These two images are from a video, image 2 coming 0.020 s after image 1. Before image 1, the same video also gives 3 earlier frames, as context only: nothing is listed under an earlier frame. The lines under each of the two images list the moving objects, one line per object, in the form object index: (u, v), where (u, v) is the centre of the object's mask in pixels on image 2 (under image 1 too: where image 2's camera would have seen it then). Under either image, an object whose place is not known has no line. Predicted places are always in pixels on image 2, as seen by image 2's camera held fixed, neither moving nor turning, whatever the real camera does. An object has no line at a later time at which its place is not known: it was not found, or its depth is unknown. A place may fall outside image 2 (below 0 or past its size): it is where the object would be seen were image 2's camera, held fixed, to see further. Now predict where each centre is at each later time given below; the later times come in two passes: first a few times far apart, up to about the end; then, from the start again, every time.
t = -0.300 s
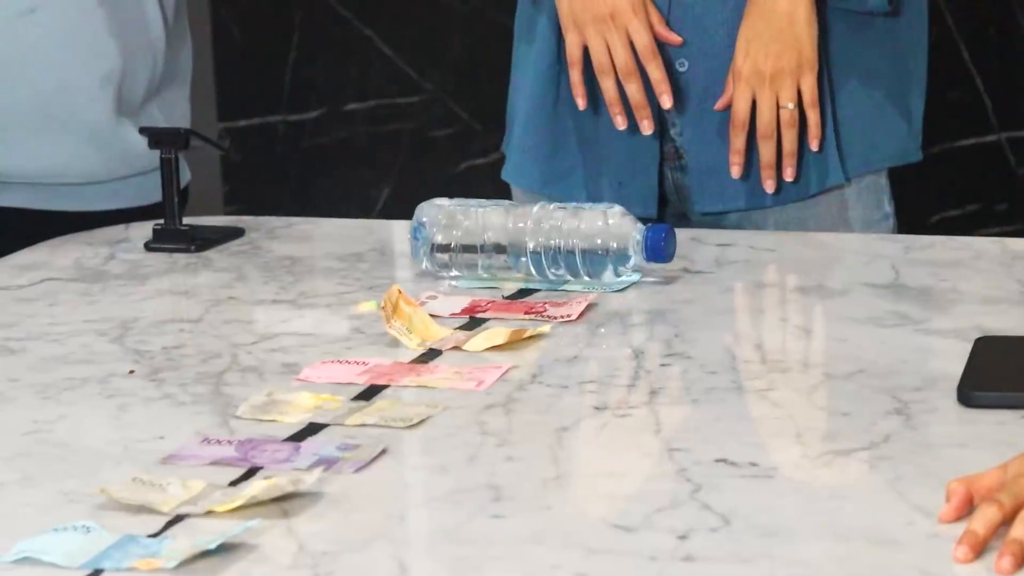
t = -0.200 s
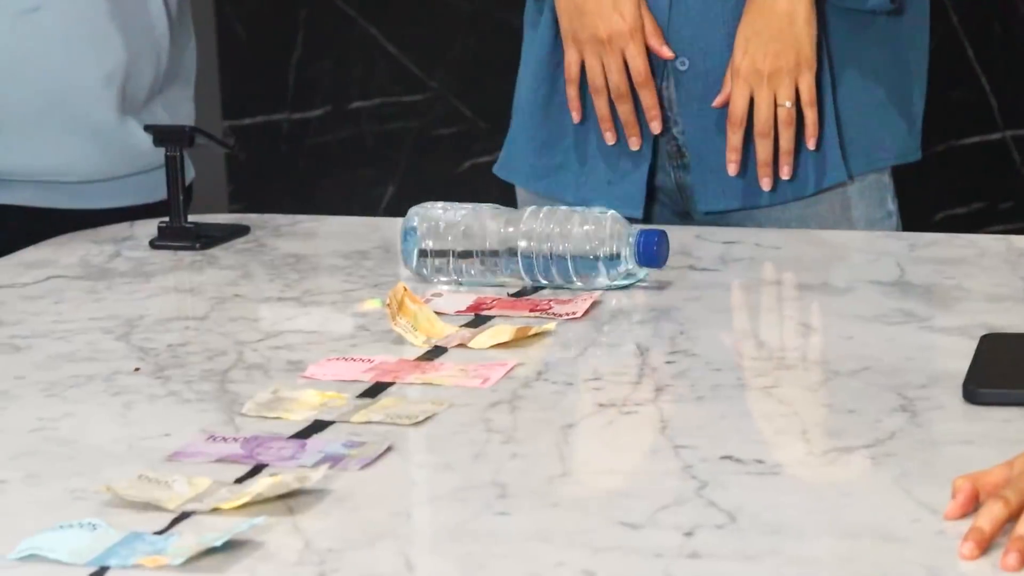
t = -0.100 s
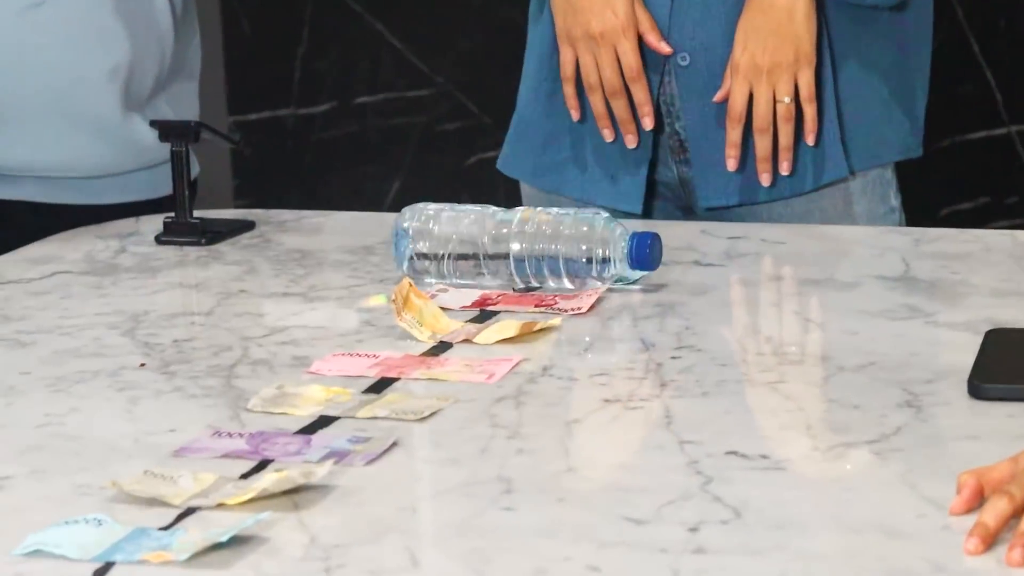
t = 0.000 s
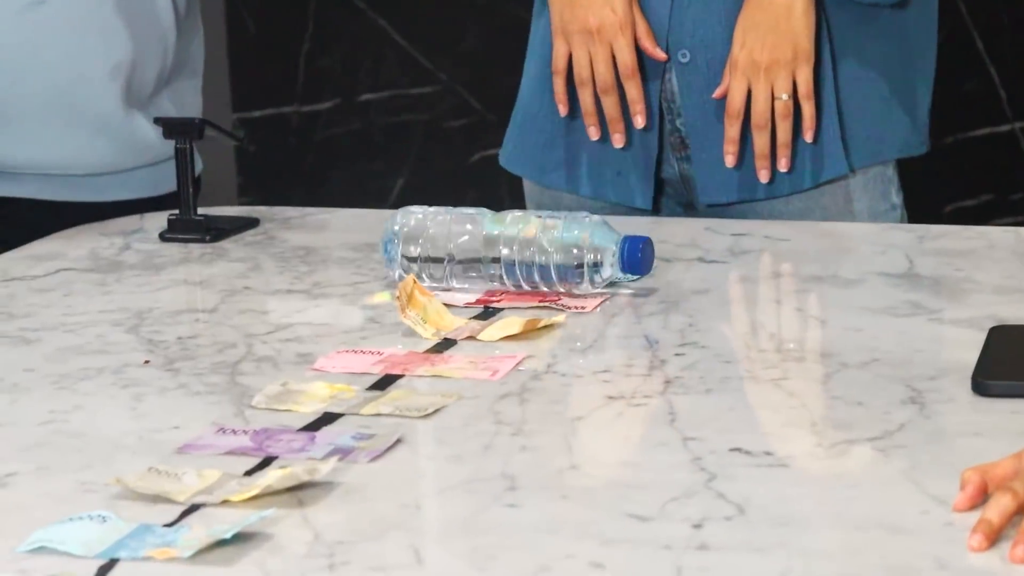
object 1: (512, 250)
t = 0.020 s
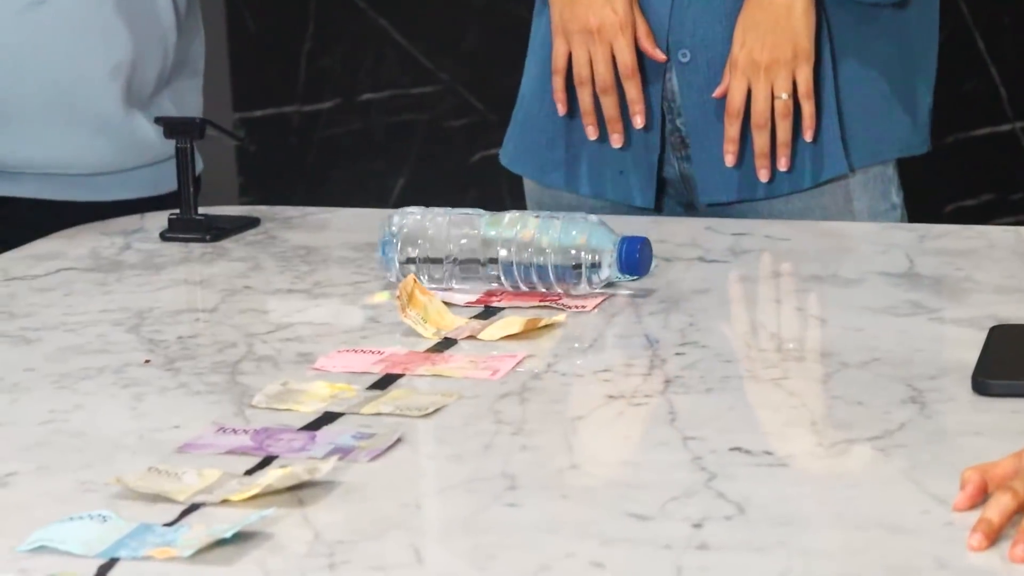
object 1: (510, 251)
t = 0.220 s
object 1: (485, 264)
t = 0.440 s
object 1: (449, 279)
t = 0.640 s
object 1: (424, 294)
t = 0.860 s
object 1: (396, 307)
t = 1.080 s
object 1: (369, 320)
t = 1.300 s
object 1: (341, 334)
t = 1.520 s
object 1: (313, 348)
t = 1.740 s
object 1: (288, 361)
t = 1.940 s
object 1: (263, 372)
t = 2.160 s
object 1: (239, 384)
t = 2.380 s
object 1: (215, 397)
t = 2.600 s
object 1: (189, 411)
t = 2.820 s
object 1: (163, 421)
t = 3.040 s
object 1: (139, 434)
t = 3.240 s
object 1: (124, 444)
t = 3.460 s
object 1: (115, 452)
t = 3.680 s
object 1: (107, 460)
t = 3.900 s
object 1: (103, 465)
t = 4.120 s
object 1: (104, 464)
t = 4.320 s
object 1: (108, 460)
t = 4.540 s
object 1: (113, 455)
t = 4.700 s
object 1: (115, 453)
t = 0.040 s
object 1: (507, 252)
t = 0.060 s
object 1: (504, 253)
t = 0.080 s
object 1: (502, 254)
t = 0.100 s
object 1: (500, 255)
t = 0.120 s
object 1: (497, 256)
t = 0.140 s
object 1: (495, 258)
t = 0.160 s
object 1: (491, 259)
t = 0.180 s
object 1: (490, 261)
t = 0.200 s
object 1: (488, 263)
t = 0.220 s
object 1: (485, 264)
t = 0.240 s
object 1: (483, 264)
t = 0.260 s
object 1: (480, 267)
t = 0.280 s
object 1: (479, 268)
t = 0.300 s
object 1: (475, 269)
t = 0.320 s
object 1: (472, 270)
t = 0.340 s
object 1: (469, 271)
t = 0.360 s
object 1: (462, 274)
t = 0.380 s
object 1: (460, 275)
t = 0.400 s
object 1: (456, 276)
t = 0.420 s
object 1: (452, 278)
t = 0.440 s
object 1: (449, 279)
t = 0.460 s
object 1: (447, 281)
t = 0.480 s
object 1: (444, 282)
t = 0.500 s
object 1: (442, 284)
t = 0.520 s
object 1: (441, 285)
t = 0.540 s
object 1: (438, 287)
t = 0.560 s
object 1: (436, 289)
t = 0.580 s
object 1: (433, 291)
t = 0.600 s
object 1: (430, 291)
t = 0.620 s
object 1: (427, 292)
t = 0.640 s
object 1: (424, 294)
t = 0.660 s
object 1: (422, 295)
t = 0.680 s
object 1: (419, 296)
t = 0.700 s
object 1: (417, 297)
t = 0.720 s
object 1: (414, 297)
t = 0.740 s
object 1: (410, 299)
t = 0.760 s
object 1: (408, 301)
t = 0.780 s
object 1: (406, 302)
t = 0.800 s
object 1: (403, 303)
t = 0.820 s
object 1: (401, 304)
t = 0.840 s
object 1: (399, 306)
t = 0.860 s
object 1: (396, 307)
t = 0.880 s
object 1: (395, 307)
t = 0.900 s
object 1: (390, 309)
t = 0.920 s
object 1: (389, 310)
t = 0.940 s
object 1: (386, 311)
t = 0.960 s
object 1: (384, 312)
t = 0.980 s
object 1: (382, 313)
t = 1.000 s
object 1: (377, 316)
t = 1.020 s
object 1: (377, 316)
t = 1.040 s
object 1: (374, 317)
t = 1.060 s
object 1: (372, 319)
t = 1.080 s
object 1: (369, 320)
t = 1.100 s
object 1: (367, 321)
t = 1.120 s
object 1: (365, 322)
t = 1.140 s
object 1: (362, 323)
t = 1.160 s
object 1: (360, 325)
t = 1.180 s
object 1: (357, 326)
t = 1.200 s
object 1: (354, 328)
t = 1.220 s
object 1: (352, 328)
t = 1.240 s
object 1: (349, 330)
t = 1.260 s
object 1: (347, 331)
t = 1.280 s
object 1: (343, 333)
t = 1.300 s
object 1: (341, 334)
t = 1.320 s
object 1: (338, 335)
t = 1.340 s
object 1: (336, 337)
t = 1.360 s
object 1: (335, 338)
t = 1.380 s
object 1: (332, 339)
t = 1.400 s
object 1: (328, 340)
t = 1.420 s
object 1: (327, 341)
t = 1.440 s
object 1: (324, 342)
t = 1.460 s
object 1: (321, 344)
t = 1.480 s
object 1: (319, 346)
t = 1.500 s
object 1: (316, 346)
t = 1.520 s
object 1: (313, 348)
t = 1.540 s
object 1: (313, 349)
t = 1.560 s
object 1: (309, 350)
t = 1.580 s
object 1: (307, 352)
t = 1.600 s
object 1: (305, 353)
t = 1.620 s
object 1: (303, 354)
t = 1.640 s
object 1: (300, 355)
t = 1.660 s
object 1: (298, 357)
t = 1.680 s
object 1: (296, 358)
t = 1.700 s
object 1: (293, 359)
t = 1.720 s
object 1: (291, 360)
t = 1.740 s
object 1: (288, 361)
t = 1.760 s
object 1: (285, 362)
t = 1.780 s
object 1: (282, 363)
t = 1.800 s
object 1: (280, 365)
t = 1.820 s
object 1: (278, 366)
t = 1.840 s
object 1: (276, 367)
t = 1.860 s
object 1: (273, 368)
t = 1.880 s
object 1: (270, 369)
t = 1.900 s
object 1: (268, 370)
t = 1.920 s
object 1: (265, 371)
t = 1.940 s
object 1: (263, 372)
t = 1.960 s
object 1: (261, 374)
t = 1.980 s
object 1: (259, 375)
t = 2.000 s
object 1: (256, 376)
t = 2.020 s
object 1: (254, 377)
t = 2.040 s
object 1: (251, 378)
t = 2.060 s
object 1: (250, 379)
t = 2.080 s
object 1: (247, 380)
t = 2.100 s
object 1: (245, 381)
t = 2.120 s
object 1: (243, 382)
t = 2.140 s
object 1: (240, 384)
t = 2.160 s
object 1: (239, 384)
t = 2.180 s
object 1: (237, 385)
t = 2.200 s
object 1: (235, 386)
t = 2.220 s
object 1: (233, 388)
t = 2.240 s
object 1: (230, 389)
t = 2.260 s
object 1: (229, 390)
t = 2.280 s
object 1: (226, 391)
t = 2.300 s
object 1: (223, 392)
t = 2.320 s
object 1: (221, 394)
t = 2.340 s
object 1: (218, 394)
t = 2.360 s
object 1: (216, 396)
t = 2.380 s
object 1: (215, 397)
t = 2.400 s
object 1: (214, 400)
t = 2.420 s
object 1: (210, 400)
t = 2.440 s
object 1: (208, 401)
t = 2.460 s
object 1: (206, 402)
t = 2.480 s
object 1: (203, 403)
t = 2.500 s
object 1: (201, 405)
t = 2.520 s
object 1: (199, 406)
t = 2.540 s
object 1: (195, 406)
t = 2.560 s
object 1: (194, 409)
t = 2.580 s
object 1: (191, 410)
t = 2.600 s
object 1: (189, 411)
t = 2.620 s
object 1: (185, 413)
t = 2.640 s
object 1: (183, 414)
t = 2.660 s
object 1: (181, 414)
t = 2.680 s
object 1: (179, 415)
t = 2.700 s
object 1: (176, 416)
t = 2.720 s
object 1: (174, 417)
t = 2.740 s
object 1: (172, 418)
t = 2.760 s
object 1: (170, 419)
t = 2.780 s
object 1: (167, 420)
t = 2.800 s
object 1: (165, 421)
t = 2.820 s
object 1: (163, 421)
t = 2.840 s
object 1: (161, 422)
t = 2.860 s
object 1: (158, 423)
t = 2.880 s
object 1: (156, 425)
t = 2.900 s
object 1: (155, 426)
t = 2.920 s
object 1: (152, 427)
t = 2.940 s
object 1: (150, 428)
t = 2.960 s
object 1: (148, 430)
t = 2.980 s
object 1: (145, 431)
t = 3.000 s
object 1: (143, 432)
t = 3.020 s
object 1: (141, 434)
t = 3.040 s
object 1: (139, 434)
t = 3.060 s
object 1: (137, 435)
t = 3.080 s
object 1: (135, 436)
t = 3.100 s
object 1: (133, 437)
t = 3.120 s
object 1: (131, 439)
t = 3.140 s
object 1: (130, 440)
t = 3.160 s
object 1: (128, 441)
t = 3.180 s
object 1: (127, 441)
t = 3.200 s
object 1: (125, 442)
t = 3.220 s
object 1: (124, 443)
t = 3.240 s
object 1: (124, 444)
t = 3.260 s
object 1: (123, 445)
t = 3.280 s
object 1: (122, 445)
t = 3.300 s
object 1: (122, 446)
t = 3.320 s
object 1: (121, 447)
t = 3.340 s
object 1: (120, 448)
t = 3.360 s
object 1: (119, 449)
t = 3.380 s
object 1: (118, 450)
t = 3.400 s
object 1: (117, 451)
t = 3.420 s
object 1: (117, 451)
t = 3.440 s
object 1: (116, 452)
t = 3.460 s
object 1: (115, 452)
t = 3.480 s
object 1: (114, 453)
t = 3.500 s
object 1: (114, 453)
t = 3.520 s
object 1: (113, 454)
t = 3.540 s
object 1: (112, 454)
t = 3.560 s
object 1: (111, 455)
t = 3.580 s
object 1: (111, 456)
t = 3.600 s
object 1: (110, 457)
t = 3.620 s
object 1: (109, 458)
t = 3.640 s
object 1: (109, 458)
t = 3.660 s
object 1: (108, 459)
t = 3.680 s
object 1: (107, 460)
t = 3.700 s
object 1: (107, 461)
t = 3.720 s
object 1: (106, 461)
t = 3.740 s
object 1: (105, 462)
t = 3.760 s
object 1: (105, 462)
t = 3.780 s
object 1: (105, 463)
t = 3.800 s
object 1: (104, 463)
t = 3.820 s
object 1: (103, 464)
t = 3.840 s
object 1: (103, 464)
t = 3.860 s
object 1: (103, 464)
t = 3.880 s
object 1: (103, 465)
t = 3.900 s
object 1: (103, 465)
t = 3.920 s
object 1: (102, 465)
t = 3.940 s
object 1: (103, 464)
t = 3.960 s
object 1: (102, 465)
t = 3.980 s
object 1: (102, 465)
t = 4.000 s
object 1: (103, 465)
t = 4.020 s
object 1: (103, 465)
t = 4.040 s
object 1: (103, 465)
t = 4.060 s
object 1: (104, 464)
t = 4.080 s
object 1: (103, 465)
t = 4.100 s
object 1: (105, 464)
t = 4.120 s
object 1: (104, 464)
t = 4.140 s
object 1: (105, 464)
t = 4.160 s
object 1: (104, 464)
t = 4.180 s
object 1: (105, 464)
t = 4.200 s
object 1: (105, 463)
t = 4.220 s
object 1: (106, 463)
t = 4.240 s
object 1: (106, 462)
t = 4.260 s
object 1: (108, 461)
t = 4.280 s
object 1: (107, 462)
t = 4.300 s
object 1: (108, 460)
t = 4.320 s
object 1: (108, 460)
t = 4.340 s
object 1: (108, 460)
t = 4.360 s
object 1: (109, 459)
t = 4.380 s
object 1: (109, 459)
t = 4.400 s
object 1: (110, 459)
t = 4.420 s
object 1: (110, 458)
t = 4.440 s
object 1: (110, 458)
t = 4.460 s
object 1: (110, 458)
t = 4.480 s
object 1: (112, 456)
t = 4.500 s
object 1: (111, 458)
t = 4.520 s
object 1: (112, 456)
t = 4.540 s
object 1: (113, 455)
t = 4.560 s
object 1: (113, 455)
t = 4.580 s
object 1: (113, 455)
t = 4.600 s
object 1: (113, 454)
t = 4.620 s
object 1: (114, 454)
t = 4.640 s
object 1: (114, 454)
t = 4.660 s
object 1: (114, 454)
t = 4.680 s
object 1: (114, 453)
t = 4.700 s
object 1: (115, 453)
